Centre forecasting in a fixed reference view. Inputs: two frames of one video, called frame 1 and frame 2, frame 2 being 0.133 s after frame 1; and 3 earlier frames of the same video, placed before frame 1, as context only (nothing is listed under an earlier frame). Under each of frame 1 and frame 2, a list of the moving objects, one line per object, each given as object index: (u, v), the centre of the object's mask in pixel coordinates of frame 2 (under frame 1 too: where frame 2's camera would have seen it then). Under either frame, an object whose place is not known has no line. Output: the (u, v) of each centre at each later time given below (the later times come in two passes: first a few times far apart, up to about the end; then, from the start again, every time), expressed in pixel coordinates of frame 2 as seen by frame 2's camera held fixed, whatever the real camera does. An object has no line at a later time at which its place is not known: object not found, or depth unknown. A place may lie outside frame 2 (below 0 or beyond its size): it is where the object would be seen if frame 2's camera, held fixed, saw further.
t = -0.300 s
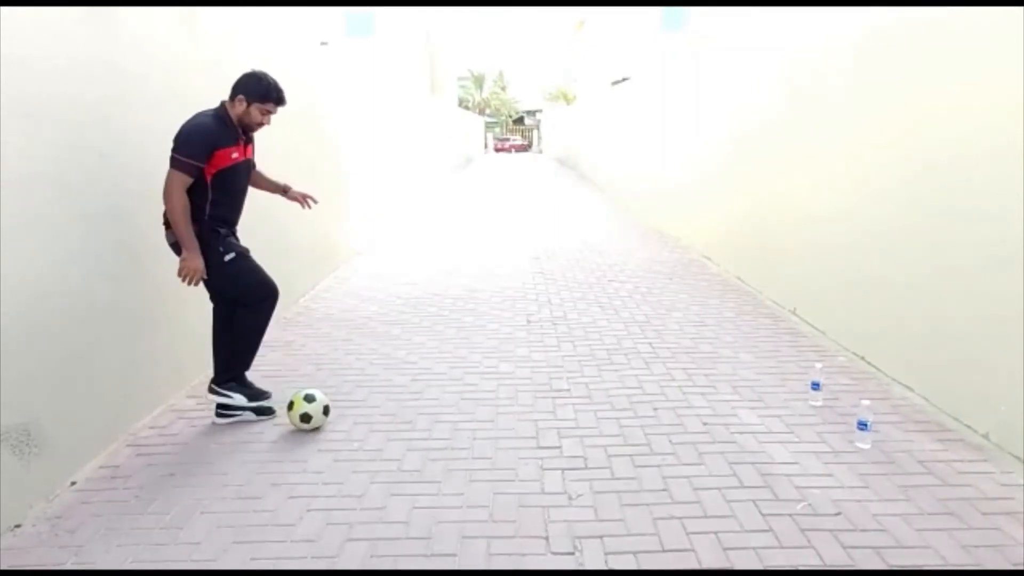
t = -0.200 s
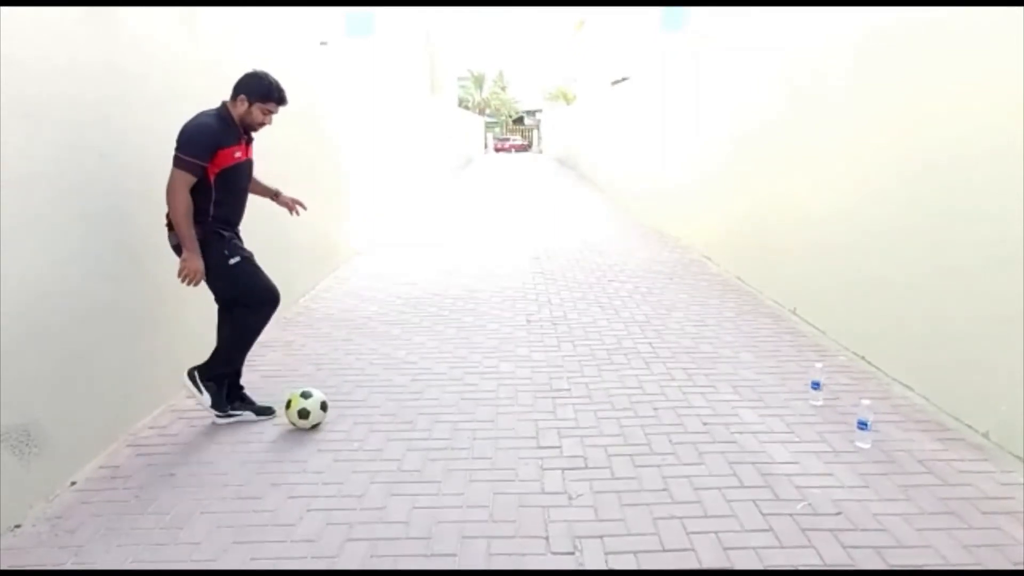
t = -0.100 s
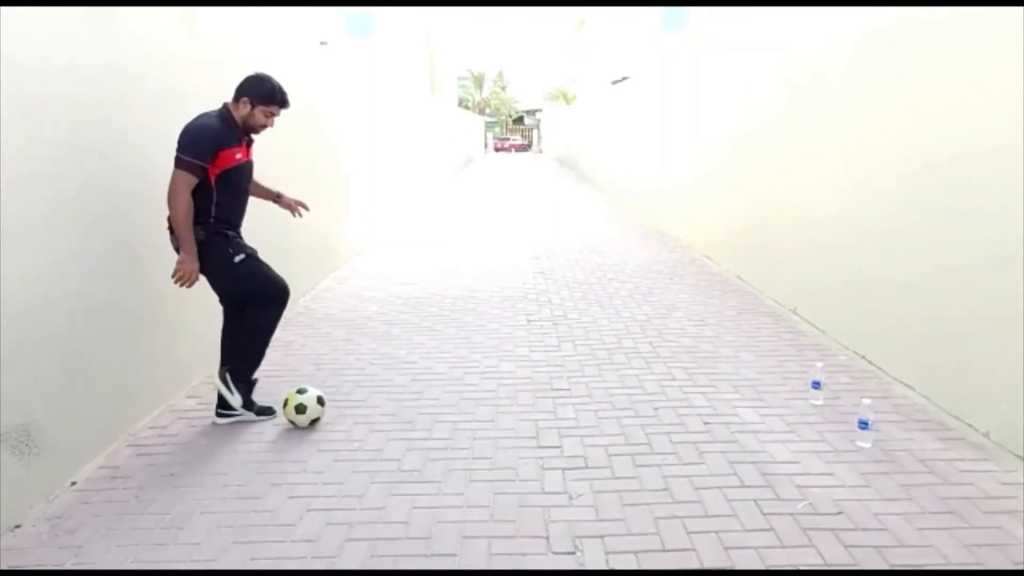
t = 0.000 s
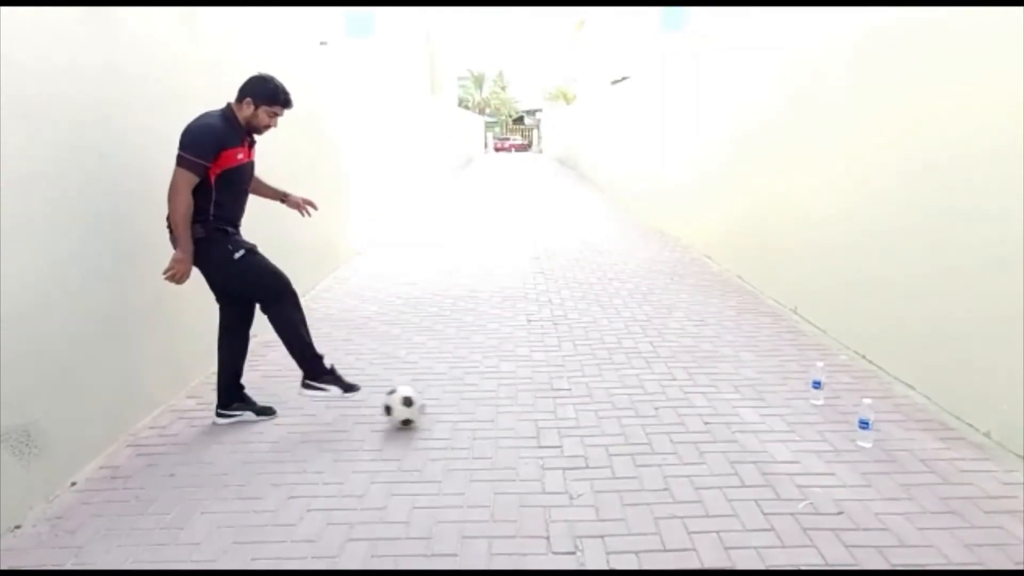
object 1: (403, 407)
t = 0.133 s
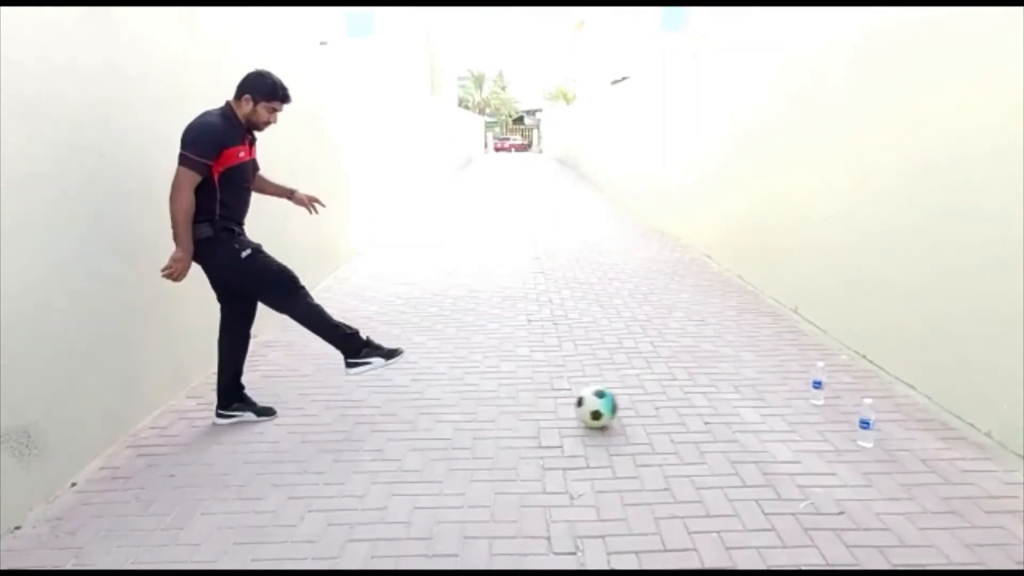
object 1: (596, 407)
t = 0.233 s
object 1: (725, 404)
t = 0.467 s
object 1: (932, 398)
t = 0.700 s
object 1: (802, 395)
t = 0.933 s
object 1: (756, 406)
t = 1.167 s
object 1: (732, 412)
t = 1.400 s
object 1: (706, 420)
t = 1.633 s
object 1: (688, 428)
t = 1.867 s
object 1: (667, 437)
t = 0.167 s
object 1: (640, 406)
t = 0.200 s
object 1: (684, 405)
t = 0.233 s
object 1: (725, 404)
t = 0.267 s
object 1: (766, 405)
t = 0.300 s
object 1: (806, 405)
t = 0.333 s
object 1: (842, 403)
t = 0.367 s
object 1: (882, 402)
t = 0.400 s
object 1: (915, 404)
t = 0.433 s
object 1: (947, 404)
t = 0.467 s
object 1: (932, 398)
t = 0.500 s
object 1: (909, 393)
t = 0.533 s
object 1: (886, 390)
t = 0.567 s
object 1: (861, 389)
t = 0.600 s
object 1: (839, 393)
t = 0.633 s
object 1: (822, 394)
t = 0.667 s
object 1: (811, 394)
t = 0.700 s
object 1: (802, 395)
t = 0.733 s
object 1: (792, 399)
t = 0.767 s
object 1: (785, 399)
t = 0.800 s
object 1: (778, 400)
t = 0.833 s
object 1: (772, 402)
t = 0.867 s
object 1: (766, 403)
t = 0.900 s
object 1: (760, 405)
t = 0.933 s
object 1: (756, 406)
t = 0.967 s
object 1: (752, 406)
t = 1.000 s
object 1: (748, 407)
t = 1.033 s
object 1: (744, 407)
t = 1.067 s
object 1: (741, 408)
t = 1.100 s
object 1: (738, 409)
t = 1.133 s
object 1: (735, 410)
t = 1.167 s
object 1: (732, 412)
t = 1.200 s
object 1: (729, 413)
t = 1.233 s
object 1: (726, 414)
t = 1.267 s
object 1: (723, 416)
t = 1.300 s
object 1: (719, 417)
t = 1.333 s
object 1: (714, 418)
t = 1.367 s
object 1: (710, 419)
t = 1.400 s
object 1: (706, 420)
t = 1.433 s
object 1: (703, 420)
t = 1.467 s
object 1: (701, 421)
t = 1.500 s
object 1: (698, 422)
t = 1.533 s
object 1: (696, 423)
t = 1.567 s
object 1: (693, 425)
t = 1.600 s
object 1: (691, 426)
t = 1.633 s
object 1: (688, 428)
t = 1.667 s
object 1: (686, 429)
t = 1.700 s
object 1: (684, 431)
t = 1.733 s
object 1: (680, 433)
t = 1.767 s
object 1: (677, 434)
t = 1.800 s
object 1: (672, 434)
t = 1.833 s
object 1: (670, 436)
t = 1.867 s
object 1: (667, 437)
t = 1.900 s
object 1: (663, 437)
